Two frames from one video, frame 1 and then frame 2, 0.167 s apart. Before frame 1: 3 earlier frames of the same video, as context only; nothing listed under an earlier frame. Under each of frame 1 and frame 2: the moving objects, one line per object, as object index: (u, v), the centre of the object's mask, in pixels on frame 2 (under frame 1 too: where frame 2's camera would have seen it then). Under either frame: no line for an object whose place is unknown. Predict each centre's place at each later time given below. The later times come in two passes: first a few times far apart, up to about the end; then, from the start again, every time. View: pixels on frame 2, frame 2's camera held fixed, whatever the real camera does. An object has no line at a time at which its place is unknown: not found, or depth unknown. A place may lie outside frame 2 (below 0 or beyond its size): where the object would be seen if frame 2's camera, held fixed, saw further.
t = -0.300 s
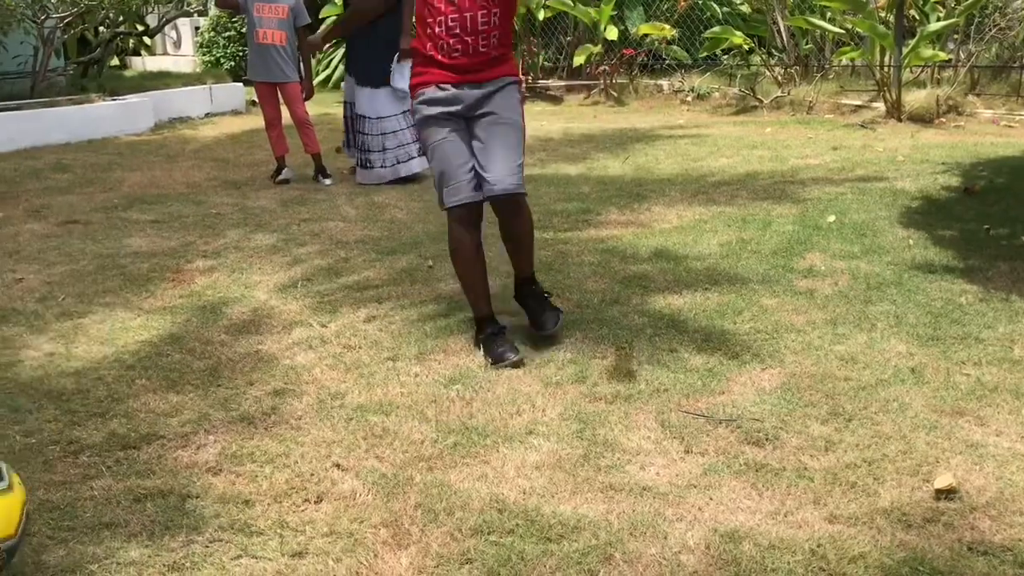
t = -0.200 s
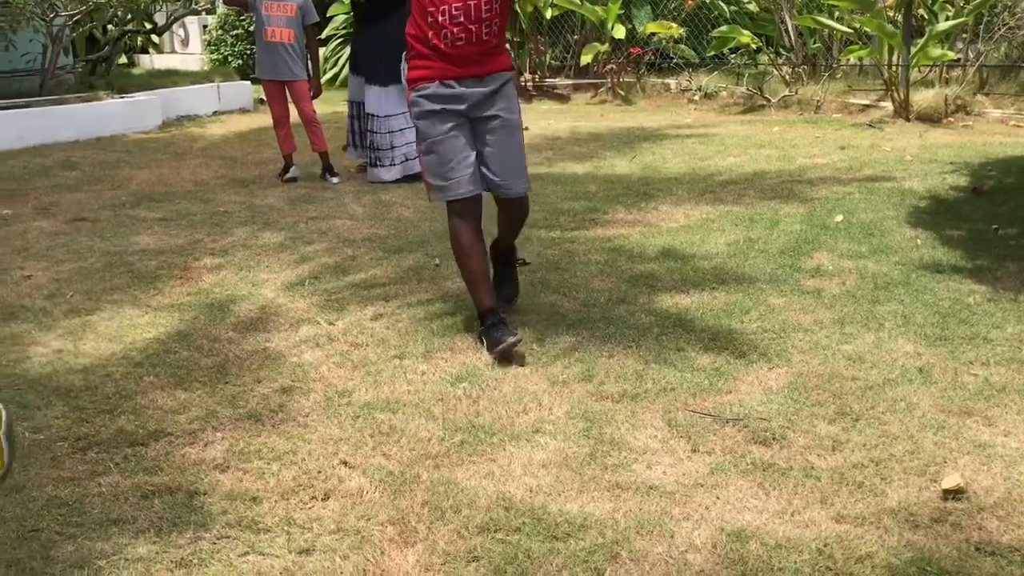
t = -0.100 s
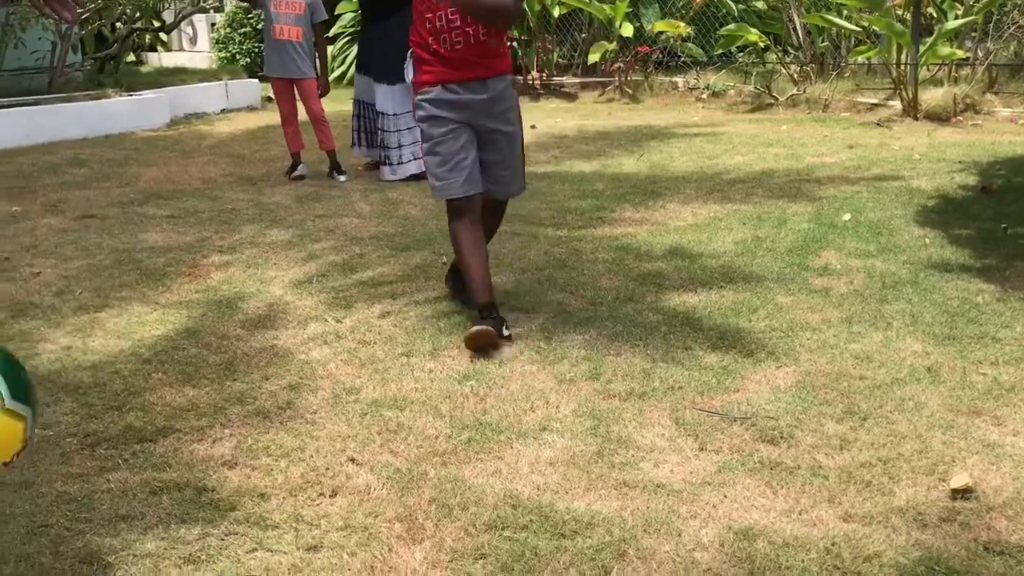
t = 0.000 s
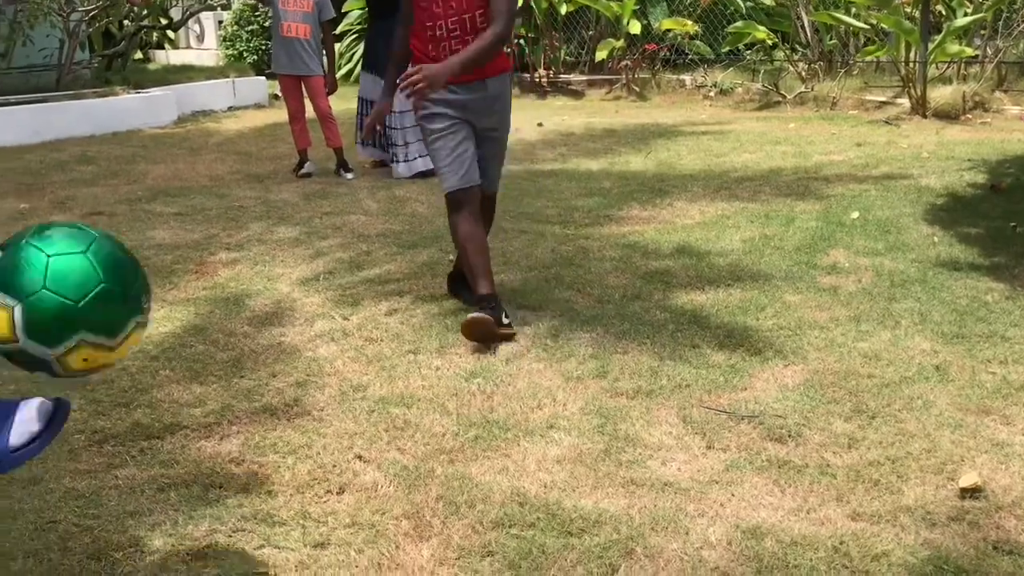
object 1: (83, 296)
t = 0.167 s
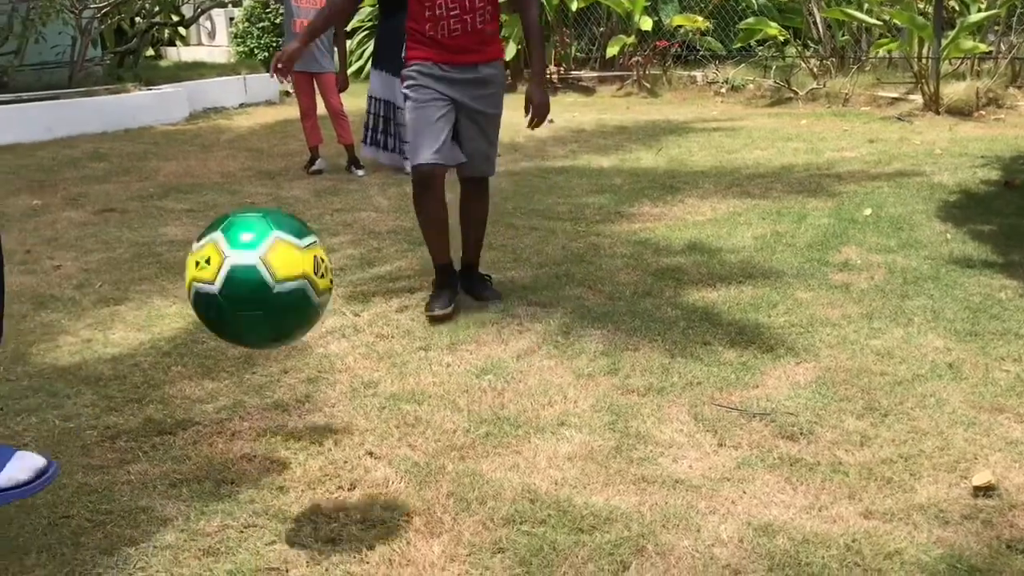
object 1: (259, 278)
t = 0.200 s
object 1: (293, 295)
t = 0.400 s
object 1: (450, 424)
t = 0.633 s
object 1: (514, 376)
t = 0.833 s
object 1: (577, 441)
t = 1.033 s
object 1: (636, 461)
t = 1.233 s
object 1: (685, 469)
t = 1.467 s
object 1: (724, 479)
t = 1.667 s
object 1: (721, 483)
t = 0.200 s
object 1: (293, 295)
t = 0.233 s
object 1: (326, 319)
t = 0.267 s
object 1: (358, 348)
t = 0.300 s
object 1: (389, 380)
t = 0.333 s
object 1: (417, 416)
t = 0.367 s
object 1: (442, 451)
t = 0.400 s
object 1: (450, 424)
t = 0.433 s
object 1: (457, 402)
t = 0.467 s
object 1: (466, 384)
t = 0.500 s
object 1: (475, 371)
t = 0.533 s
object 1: (484, 363)
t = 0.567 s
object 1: (494, 361)
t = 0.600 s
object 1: (504, 366)
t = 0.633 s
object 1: (514, 376)
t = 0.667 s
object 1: (525, 393)
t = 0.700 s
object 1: (536, 416)
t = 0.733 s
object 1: (547, 446)
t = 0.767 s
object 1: (558, 467)
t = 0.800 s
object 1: (568, 452)
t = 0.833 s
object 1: (577, 441)
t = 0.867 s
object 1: (587, 435)
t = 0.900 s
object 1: (597, 437)
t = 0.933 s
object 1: (607, 445)
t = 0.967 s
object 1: (617, 458)
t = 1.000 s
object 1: (627, 465)
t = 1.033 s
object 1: (636, 461)
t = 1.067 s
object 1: (645, 460)
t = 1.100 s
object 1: (653, 463)
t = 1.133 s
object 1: (662, 464)
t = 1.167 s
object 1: (670, 465)
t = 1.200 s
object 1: (678, 467)
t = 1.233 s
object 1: (685, 469)
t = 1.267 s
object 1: (691, 471)
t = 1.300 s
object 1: (698, 472)
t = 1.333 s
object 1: (704, 475)
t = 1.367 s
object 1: (710, 477)
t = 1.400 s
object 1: (716, 477)
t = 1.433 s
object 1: (721, 478)
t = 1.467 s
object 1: (724, 479)
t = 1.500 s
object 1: (726, 480)
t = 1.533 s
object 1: (727, 481)
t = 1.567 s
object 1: (727, 482)
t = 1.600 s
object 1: (726, 482)
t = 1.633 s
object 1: (724, 482)
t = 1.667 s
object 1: (721, 483)
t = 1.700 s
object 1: (718, 484)
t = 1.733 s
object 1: (715, 483)
